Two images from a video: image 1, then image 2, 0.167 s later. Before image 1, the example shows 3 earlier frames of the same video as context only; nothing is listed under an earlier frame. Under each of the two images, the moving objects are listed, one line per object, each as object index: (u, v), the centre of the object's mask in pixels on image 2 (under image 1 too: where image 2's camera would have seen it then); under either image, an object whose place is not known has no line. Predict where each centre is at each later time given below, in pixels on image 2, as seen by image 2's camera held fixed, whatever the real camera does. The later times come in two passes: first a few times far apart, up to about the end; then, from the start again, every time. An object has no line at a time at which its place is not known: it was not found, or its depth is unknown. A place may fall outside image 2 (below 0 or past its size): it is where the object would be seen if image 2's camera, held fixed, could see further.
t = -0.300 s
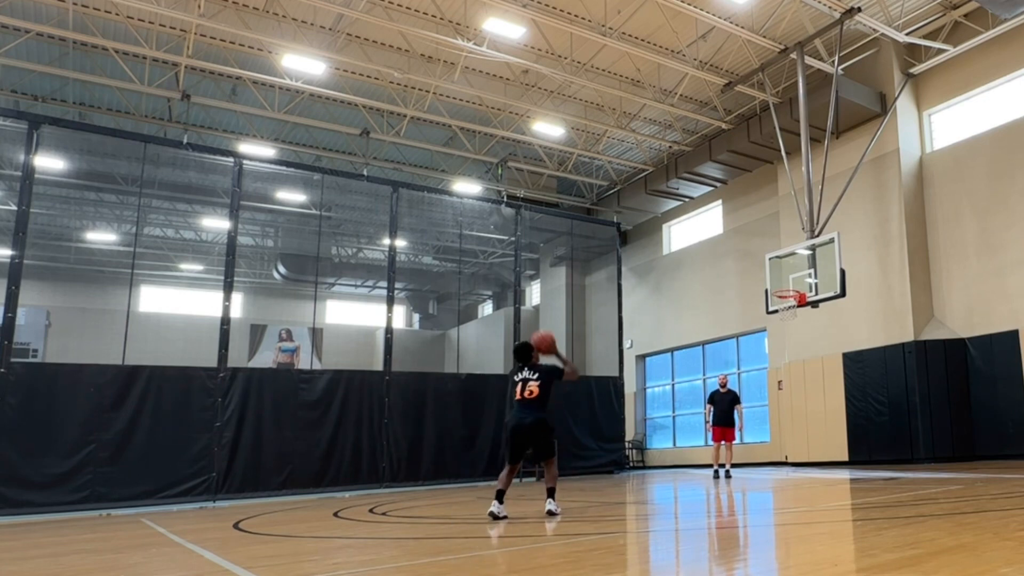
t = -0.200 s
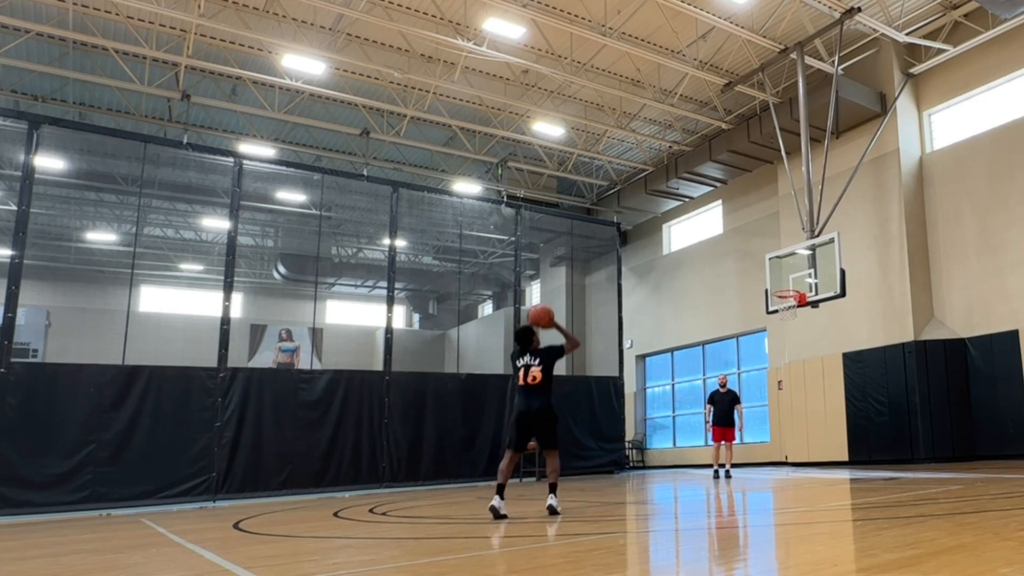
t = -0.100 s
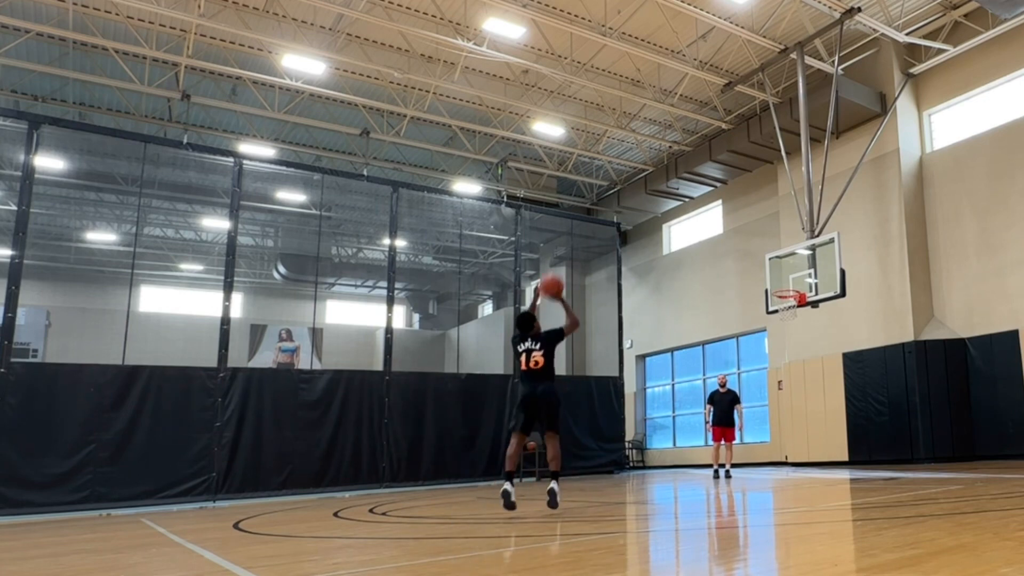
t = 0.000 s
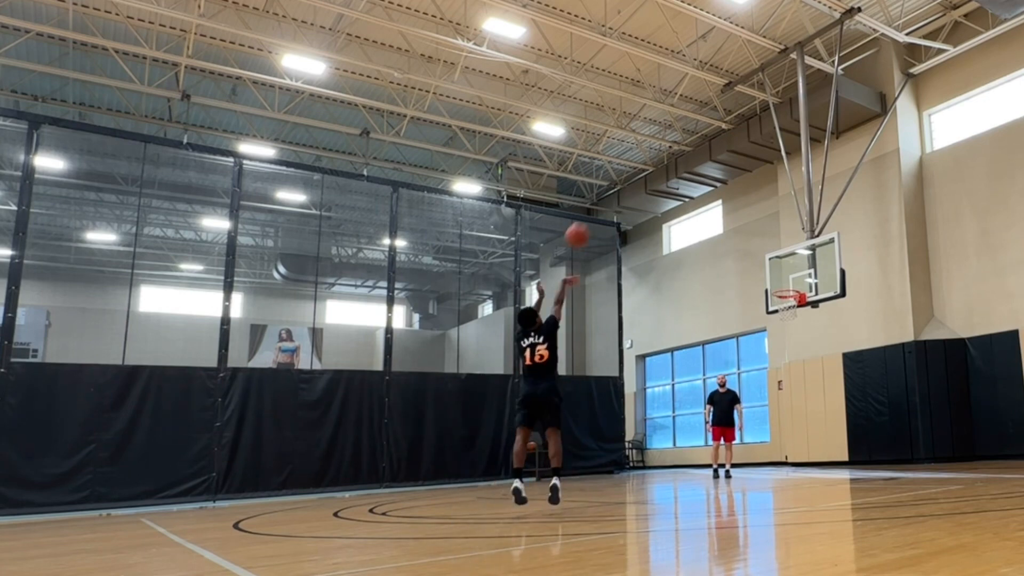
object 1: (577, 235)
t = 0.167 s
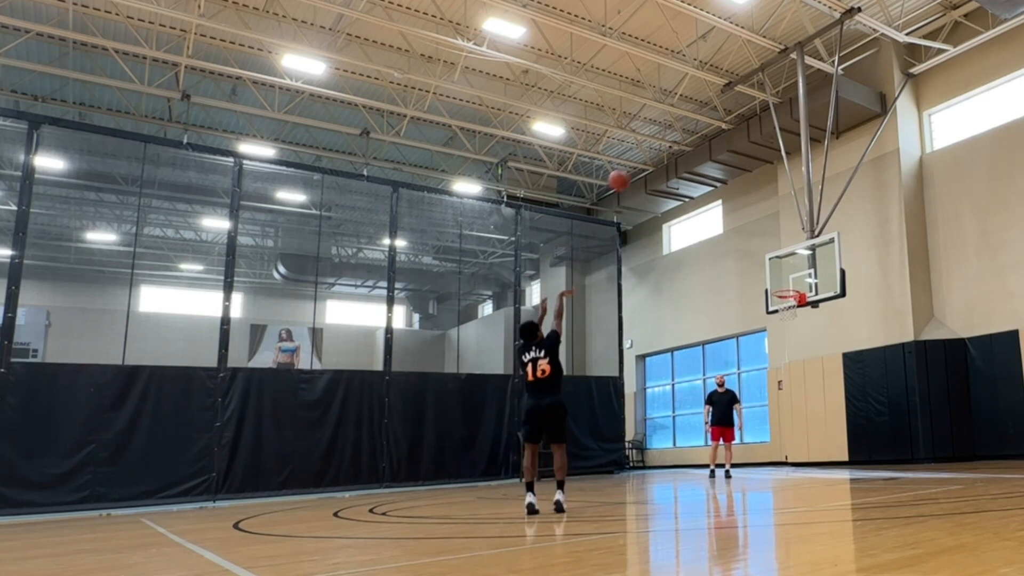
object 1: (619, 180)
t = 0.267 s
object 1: (640, 162)
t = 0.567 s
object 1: (691, 154)
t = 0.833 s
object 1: (728, 194)
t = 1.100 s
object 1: (760, 265)
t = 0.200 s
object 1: (625, 174)
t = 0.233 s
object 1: (633, 167)
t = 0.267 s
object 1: (640, 162)
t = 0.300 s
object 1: (647, 158)
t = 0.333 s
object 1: (653, 155)
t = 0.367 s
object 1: (659, 153)
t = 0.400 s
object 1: (665, 151)
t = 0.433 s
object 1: (670, 151)
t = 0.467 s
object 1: (676, 150)
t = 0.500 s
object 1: (681, 151)
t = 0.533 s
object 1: (686, 152)
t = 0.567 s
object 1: (691, 154)
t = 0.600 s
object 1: (696, 158)
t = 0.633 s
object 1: (701, 161)
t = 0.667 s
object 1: (706, 165)
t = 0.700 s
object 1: (711, 170)
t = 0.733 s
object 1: (715, 176)
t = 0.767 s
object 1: (720, 181)
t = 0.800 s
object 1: (724, 188)
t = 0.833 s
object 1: (728, 194)
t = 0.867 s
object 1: (732, 201)
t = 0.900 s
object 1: (737, 210)
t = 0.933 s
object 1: (741, 218)
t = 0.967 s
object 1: (745, 227)
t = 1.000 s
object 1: (749, 236)
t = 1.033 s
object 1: (752, 245)
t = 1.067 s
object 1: (756, 255)
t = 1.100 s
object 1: (760, 265)
